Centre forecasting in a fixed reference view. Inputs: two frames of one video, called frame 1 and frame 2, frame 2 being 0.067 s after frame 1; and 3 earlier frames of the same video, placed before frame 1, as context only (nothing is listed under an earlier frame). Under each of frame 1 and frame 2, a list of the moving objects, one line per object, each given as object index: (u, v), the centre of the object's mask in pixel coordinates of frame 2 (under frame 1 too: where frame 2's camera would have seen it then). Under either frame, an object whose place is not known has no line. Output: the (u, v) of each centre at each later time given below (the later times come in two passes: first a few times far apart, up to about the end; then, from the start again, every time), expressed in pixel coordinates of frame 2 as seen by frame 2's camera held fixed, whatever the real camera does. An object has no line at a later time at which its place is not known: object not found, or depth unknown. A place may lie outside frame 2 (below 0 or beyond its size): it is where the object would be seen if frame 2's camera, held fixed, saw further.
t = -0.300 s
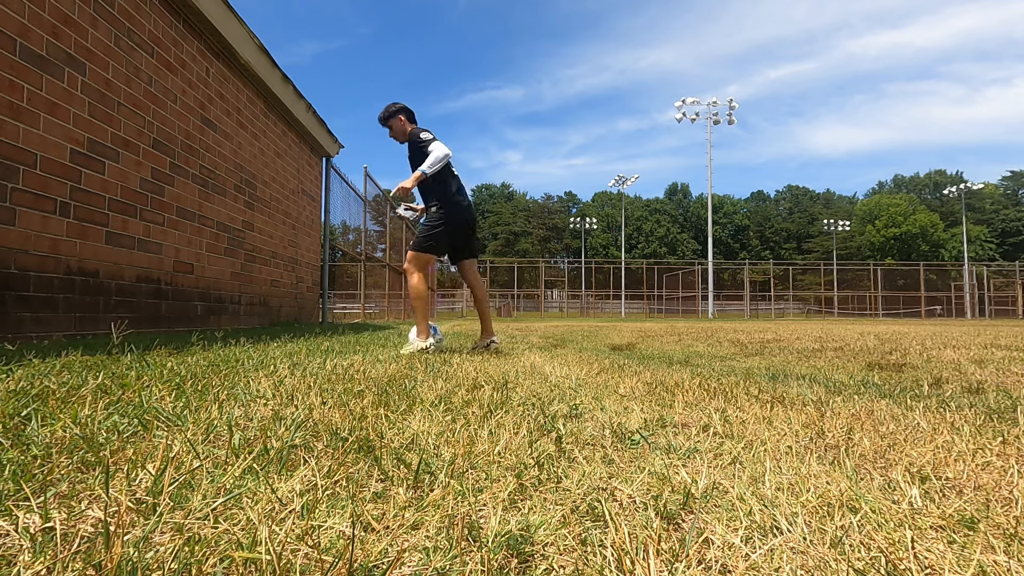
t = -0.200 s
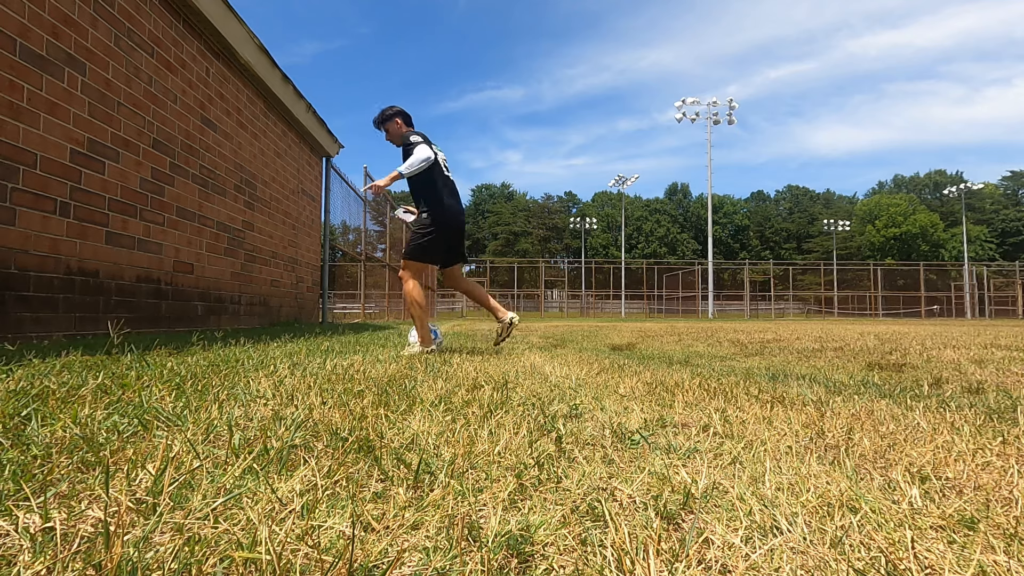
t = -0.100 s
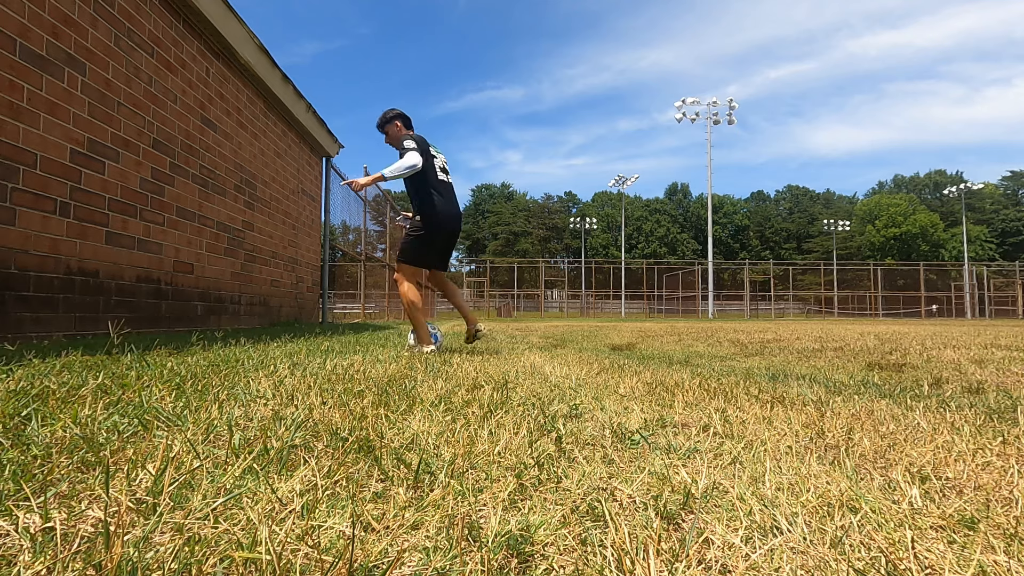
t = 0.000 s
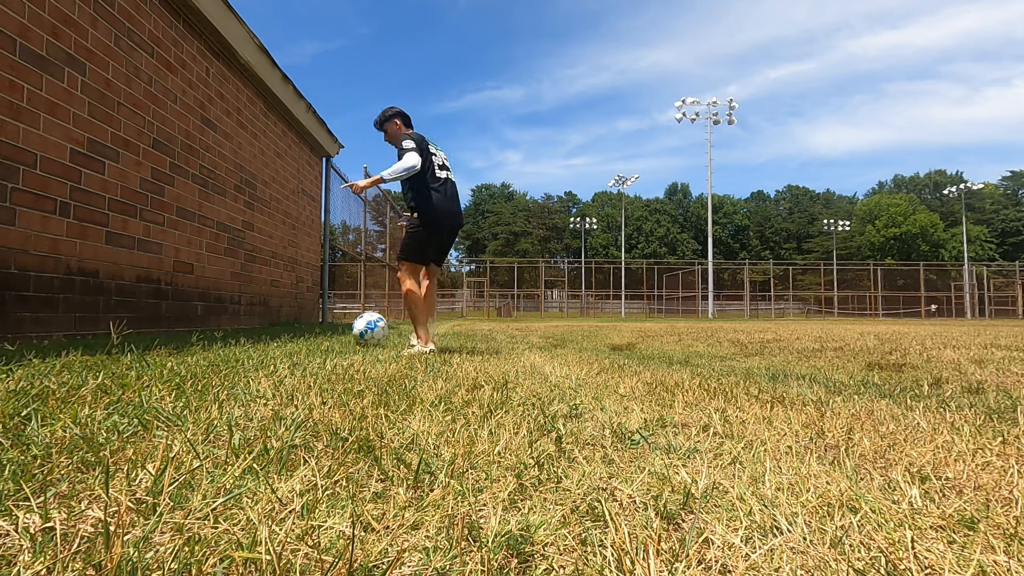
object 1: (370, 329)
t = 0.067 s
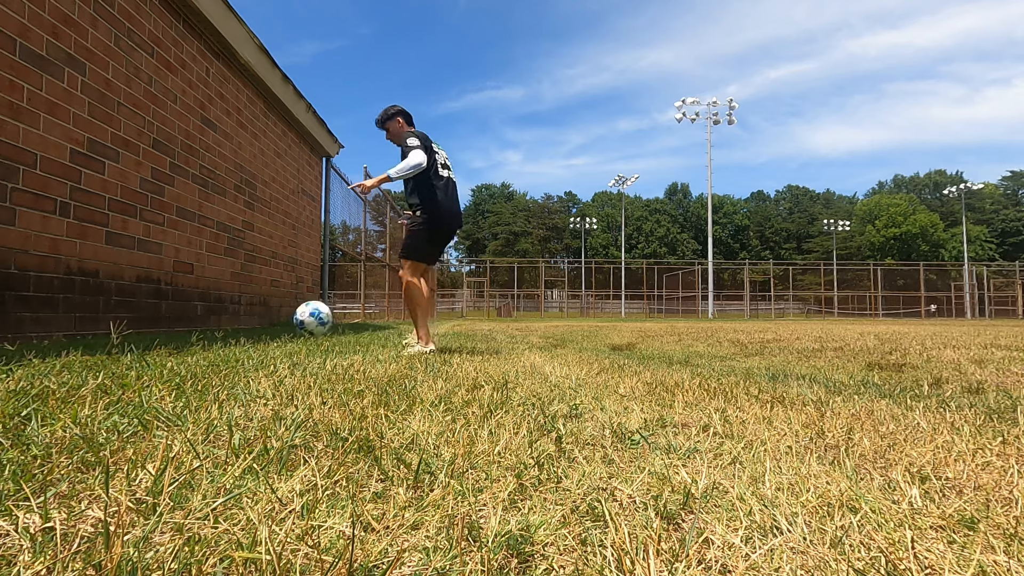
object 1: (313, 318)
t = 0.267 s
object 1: (130, 323)
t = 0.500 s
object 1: (229, 274)
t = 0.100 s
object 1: (285, 315)
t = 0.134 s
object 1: (254, 314)
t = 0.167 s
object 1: (224, 314)
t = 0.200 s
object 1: (193, 316)
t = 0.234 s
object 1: (162, 319)
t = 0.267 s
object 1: (130, 323)
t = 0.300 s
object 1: (120, 319)
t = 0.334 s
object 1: (140, 307)
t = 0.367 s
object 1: (158, 297)
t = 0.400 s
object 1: (176, 288)
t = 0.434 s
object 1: (194, 281)
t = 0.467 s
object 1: (211, 277)
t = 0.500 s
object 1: (229, 274)
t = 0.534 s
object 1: (246, 274)
